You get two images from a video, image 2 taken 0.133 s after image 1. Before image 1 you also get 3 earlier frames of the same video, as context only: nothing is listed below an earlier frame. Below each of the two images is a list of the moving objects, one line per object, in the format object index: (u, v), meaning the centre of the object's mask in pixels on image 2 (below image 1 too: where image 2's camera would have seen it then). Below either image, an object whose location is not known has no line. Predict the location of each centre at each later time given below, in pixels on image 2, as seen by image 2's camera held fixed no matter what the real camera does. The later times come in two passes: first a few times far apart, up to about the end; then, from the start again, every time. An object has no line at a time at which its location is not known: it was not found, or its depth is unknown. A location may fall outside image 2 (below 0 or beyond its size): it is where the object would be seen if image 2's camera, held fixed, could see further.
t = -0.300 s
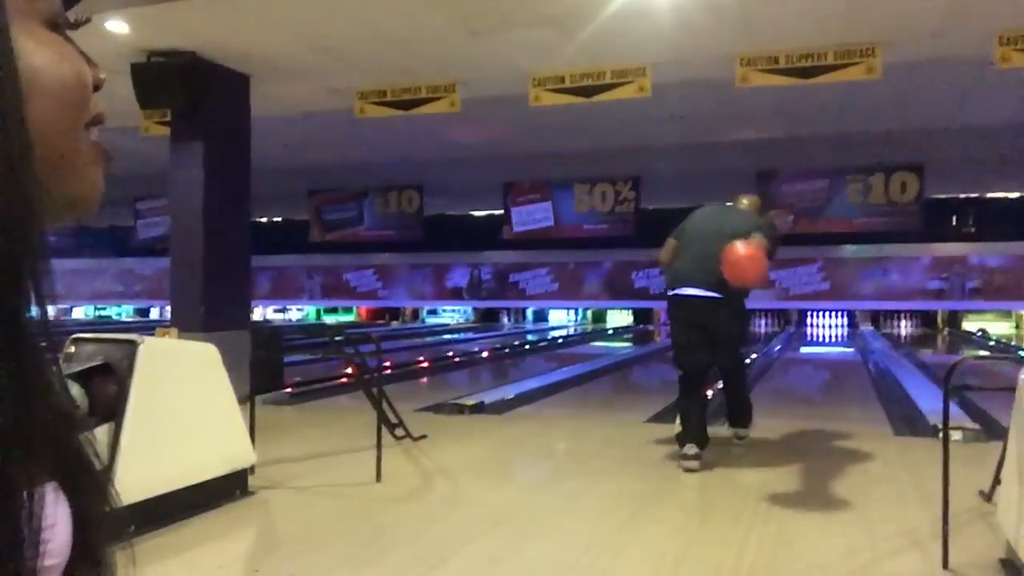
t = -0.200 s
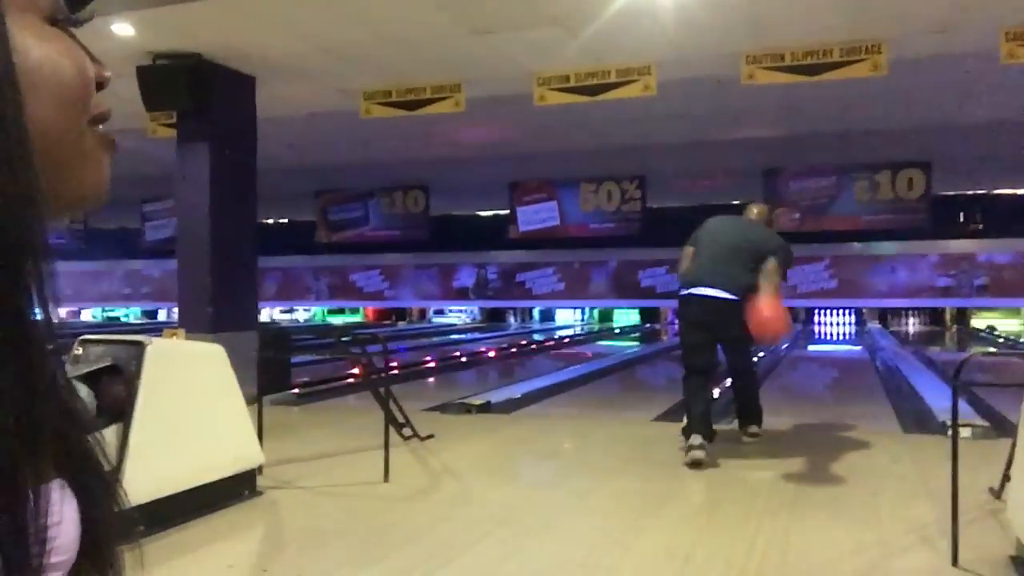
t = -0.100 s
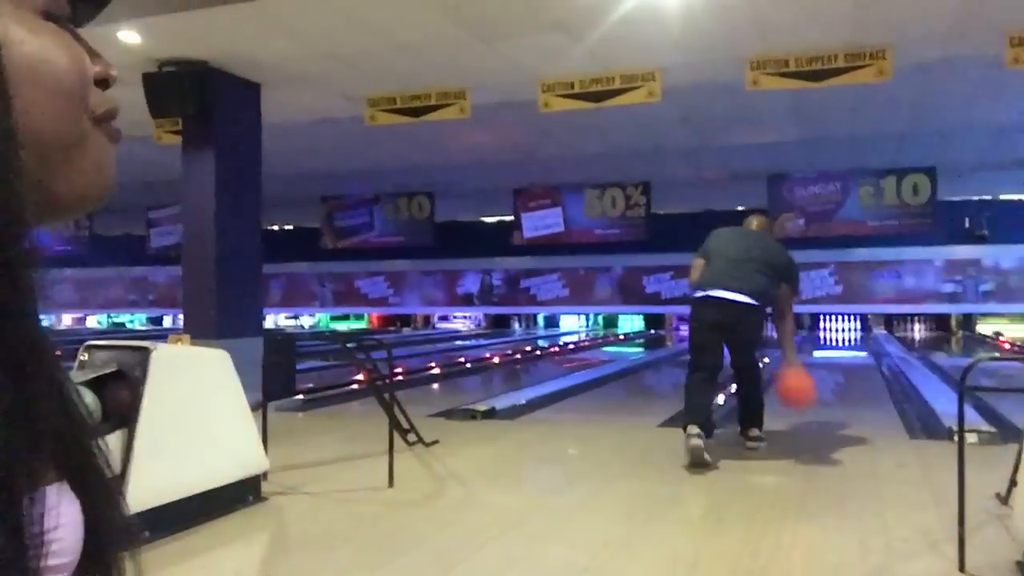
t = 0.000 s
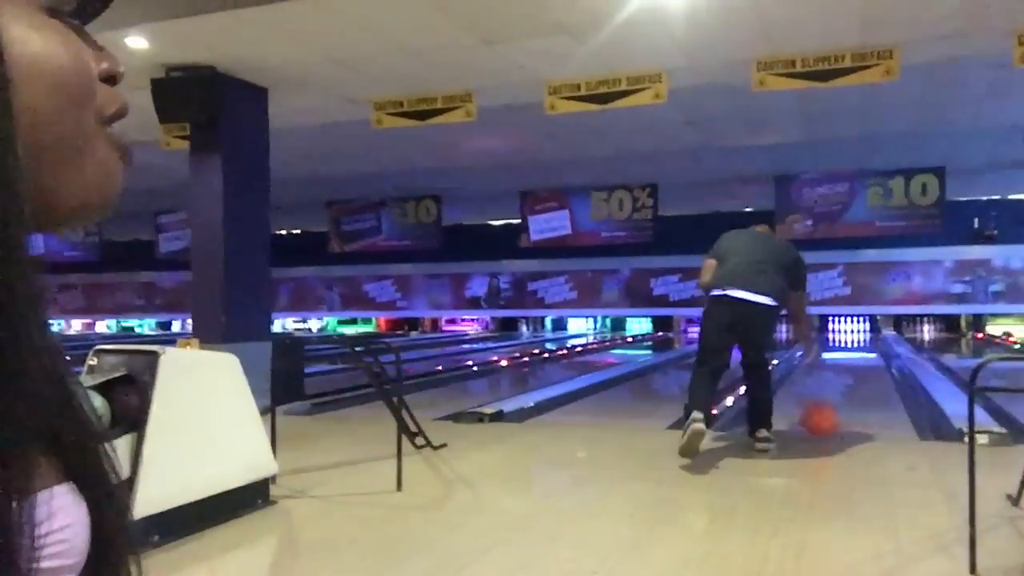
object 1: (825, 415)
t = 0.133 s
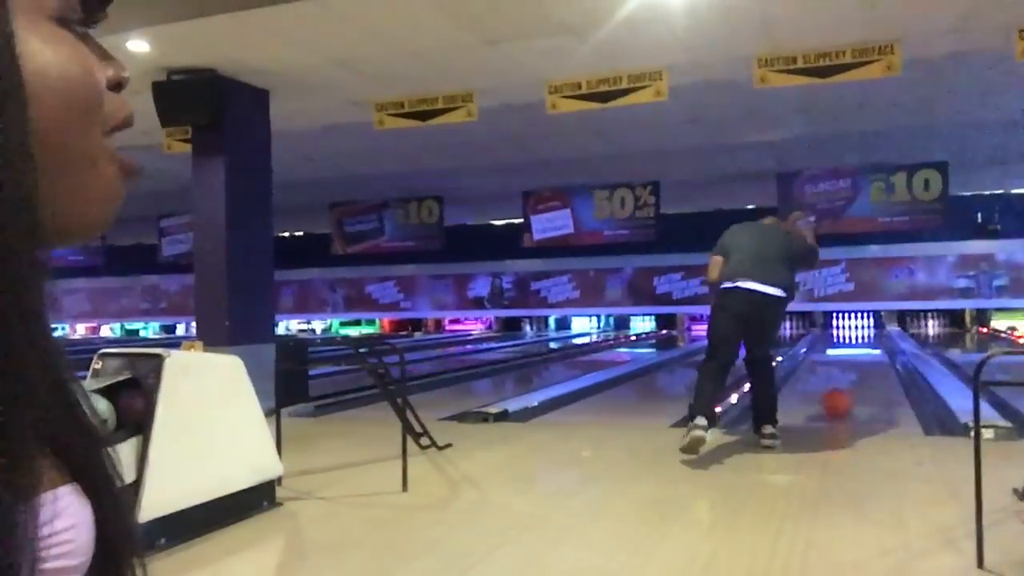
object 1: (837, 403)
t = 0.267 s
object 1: (845, 389)
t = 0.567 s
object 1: (858, 369)
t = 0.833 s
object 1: (864, 358)
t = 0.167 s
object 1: (839, 399)
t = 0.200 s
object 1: (841, 396)
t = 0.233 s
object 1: (843, 392)
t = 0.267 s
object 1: (845, 389)
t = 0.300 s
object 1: (848, 386)
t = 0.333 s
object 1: (849, 384)
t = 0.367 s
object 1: (850, 381)
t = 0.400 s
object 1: (852, 379)
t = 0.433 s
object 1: (853, 377)
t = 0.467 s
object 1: (855, 374)
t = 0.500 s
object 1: (856, 372)
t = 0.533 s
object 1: (857, 371)
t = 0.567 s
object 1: (858, 369)
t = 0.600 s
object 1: (859, 368)
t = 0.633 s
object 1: (859, 366)
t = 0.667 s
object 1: (860, 364)
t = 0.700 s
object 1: (861, 363)
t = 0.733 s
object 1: (862, 361)
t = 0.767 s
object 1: (863, 362)
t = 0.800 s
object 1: (864, 358)
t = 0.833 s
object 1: (864, 358)
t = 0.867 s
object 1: (865, 356)
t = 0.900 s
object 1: (866, 355)
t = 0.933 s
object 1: (867, 353)
